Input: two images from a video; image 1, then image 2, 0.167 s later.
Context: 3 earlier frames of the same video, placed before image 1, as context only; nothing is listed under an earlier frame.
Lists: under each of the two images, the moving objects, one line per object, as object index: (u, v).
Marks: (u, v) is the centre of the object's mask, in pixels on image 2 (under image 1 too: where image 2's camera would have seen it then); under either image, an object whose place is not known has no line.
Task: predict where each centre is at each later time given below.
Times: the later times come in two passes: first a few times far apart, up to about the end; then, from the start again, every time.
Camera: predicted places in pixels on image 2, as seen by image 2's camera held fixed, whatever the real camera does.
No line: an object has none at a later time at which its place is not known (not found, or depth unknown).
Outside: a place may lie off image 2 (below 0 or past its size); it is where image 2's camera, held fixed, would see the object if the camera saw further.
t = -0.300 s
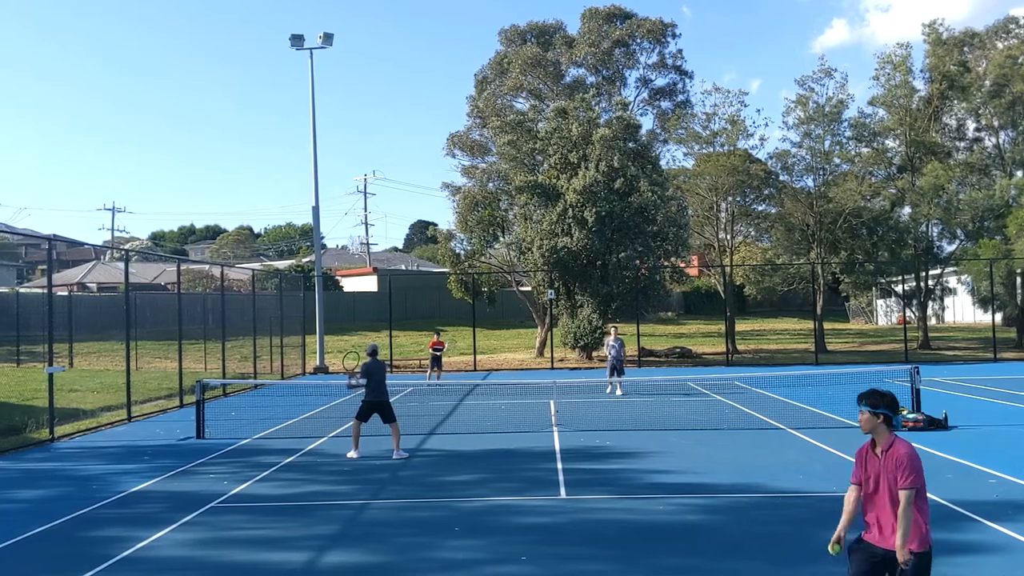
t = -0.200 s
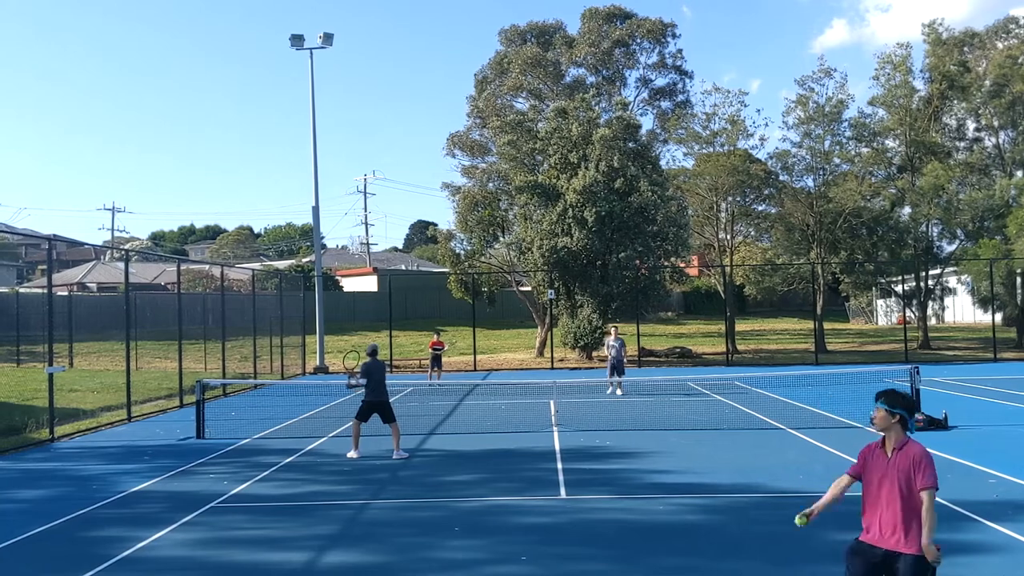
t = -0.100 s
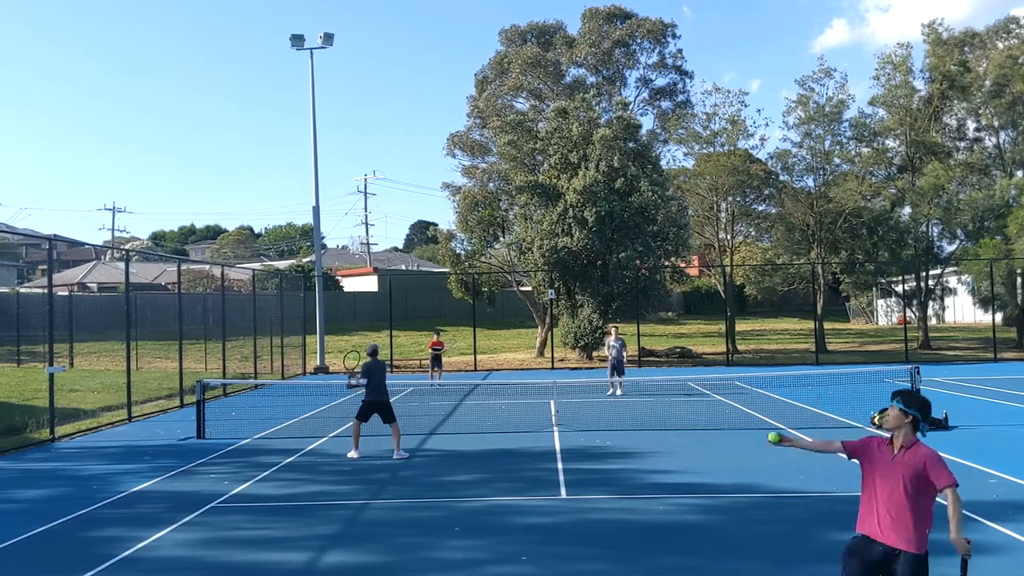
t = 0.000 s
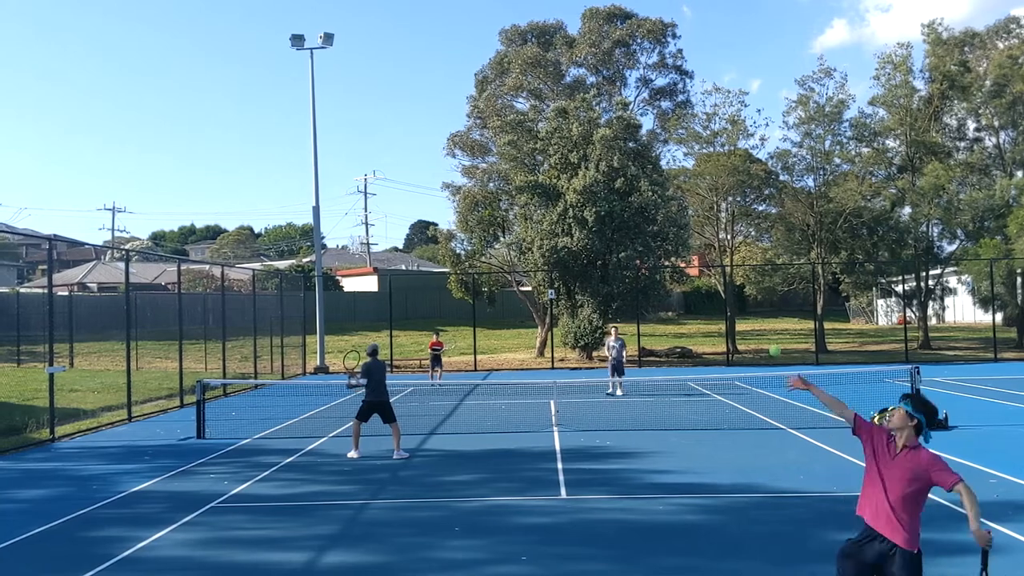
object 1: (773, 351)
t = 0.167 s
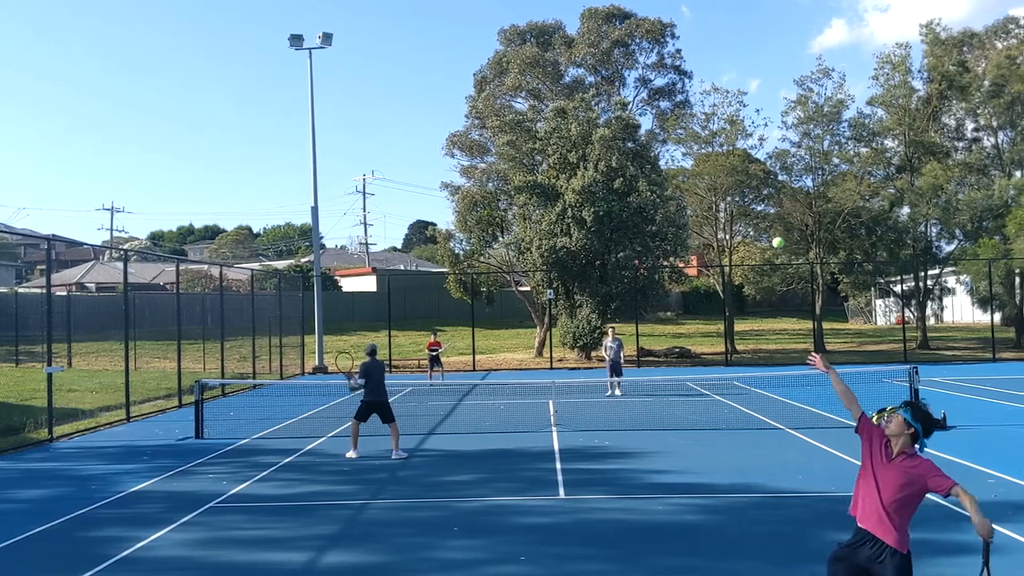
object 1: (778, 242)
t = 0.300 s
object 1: (783, 188)
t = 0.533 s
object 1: (792, 158)
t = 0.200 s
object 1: (779, 226)
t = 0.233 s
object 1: (780, 211)
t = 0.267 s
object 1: (781, 199)
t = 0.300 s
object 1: (783, 188)
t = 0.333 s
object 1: (784, 178)
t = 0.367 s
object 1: (786, 171)
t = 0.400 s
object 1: (787, 165)
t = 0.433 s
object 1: (788, 160)
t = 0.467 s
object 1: (790, 158)
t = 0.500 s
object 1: (791, 157)
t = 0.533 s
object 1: (792, 158)
